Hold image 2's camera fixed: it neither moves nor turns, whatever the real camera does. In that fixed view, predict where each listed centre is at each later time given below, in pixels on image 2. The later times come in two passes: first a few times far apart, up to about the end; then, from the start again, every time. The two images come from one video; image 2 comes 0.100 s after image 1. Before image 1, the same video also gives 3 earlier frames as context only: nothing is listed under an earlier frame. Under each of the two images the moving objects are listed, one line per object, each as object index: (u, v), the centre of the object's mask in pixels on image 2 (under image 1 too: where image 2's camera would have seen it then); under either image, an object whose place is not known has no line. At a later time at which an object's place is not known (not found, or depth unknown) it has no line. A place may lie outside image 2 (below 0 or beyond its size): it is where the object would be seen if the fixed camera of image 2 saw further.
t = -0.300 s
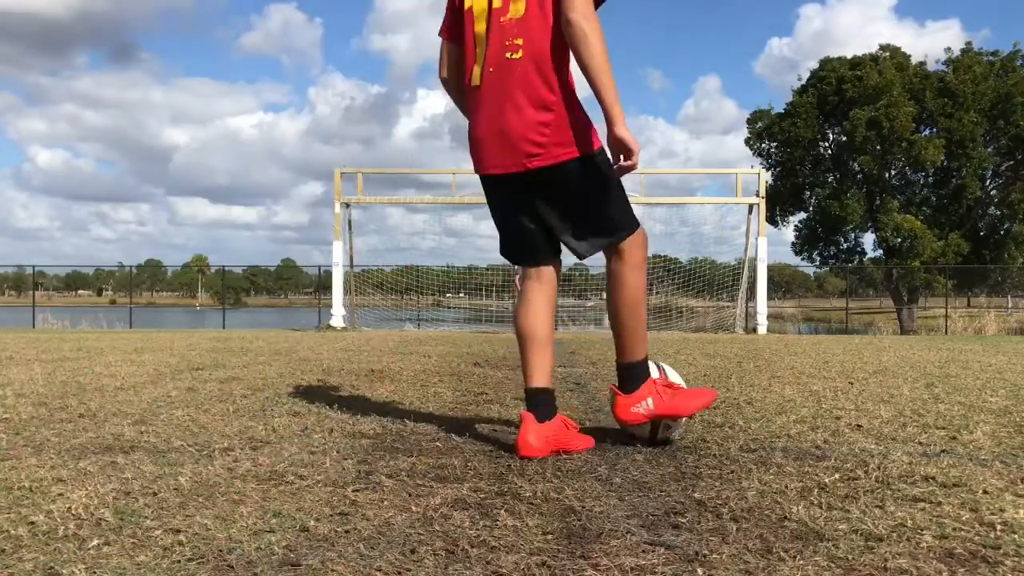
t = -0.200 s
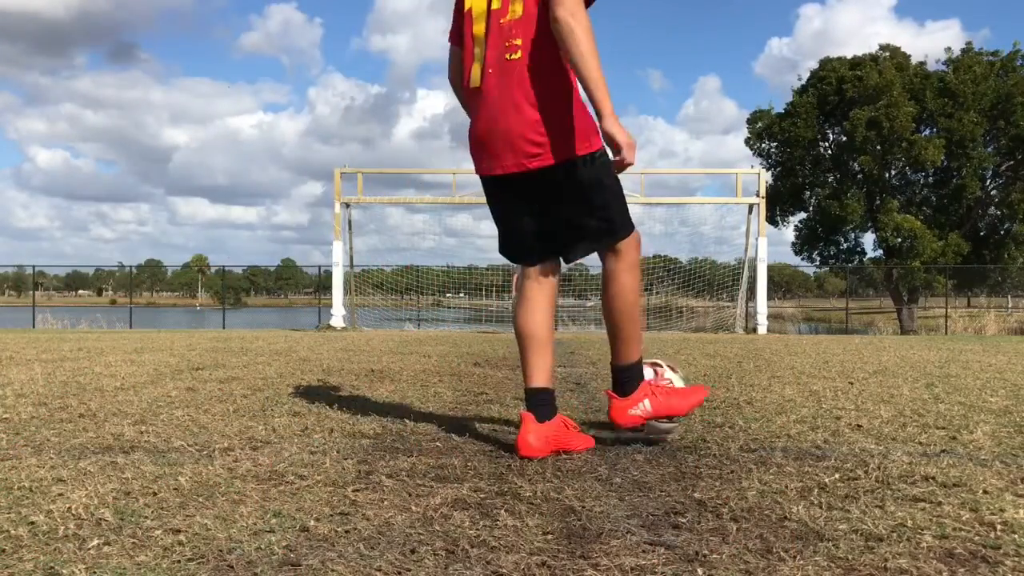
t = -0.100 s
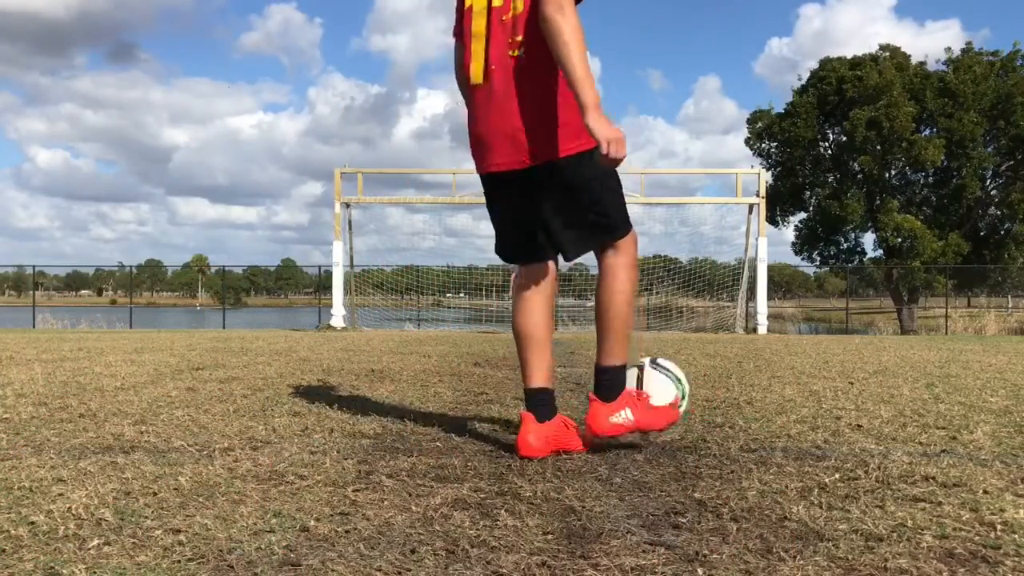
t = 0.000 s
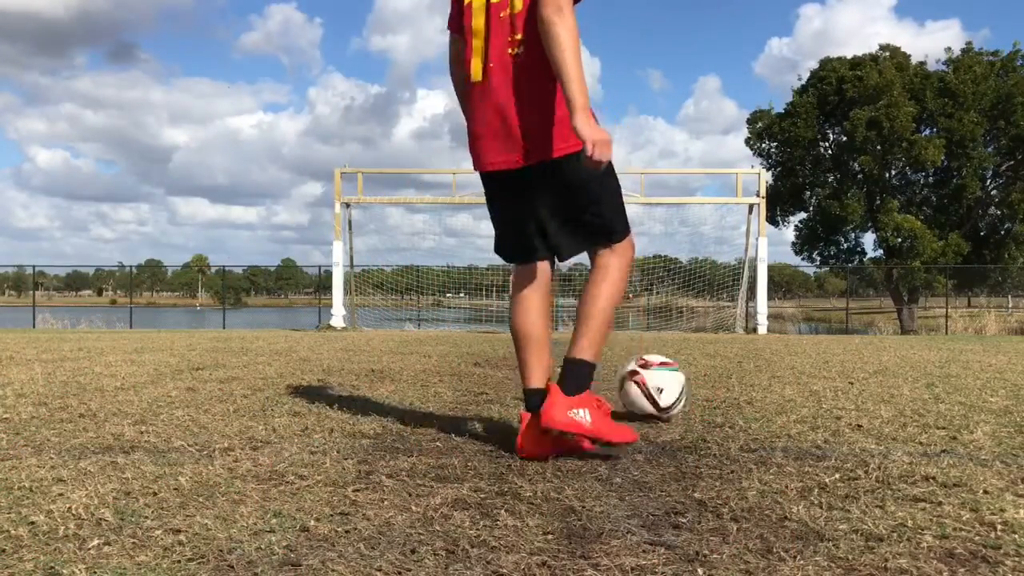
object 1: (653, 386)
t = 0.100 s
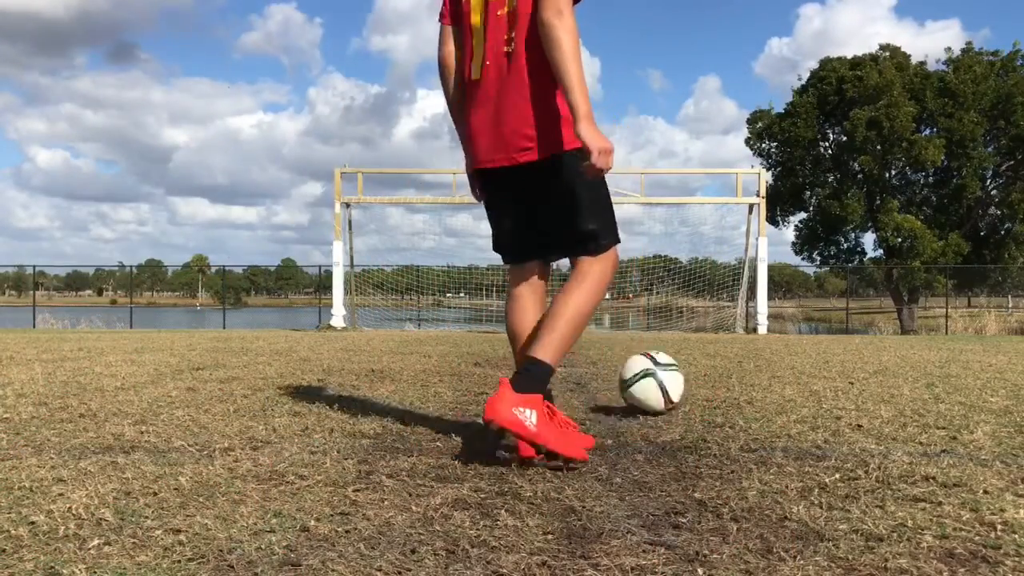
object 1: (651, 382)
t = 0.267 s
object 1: (647, 378)
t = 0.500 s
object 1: (639, 372)
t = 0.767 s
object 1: (633, 367)
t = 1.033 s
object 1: (619, 362)
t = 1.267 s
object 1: (600, 357)
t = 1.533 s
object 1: (578, 354)
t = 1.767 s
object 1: (554, 352)
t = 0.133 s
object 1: (650, 383)
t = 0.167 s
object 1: (650, 381)
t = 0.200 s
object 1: (649, 379)
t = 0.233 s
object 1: (648, 379)
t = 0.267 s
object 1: (647, 378)
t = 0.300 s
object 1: (646, 378)
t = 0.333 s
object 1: (644, 375)
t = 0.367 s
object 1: (644, 373)
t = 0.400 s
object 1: (643, 375)
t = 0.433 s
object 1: (642, 374)
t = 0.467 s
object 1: (641, 374)
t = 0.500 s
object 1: (639, 372)
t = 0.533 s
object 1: (639, 373)
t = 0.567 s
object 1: (638, 373)
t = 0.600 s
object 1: (638, 370)
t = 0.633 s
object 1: (637, 368)
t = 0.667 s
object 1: (635, 369)
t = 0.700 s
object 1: (634, 369)
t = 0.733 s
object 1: (634, 367)
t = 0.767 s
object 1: (633, 367)
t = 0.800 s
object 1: (632, 366)
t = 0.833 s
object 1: (630, 366)
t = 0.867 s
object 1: (629, 365)
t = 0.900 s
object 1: (627, 363)
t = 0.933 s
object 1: (625, 363)
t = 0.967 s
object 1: (623, 362)
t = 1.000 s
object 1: (622, 363)
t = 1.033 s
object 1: (619, 362)
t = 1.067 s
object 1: (617, 361)
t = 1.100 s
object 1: (615, 360)
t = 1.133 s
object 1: (613, 359)
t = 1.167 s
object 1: (609, 358)
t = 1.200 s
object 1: (607, 359)
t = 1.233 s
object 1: (603, 357)
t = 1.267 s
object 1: (600, 357)
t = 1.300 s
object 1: (597, 357)
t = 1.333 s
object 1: (594, 356)
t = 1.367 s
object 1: (591, 356)
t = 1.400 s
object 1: (589, 356)
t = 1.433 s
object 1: (586, 355)
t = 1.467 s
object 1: (584, 354)
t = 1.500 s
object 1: (581, 354)
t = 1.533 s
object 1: (578, 354)
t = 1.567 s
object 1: (575, 353)
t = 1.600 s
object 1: (571, 354)
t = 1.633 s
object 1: (569, 353)
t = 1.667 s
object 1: (565, 352)
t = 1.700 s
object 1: (561, 350)
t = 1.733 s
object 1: (558, 351)
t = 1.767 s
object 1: (554, 352)
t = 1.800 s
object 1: (552, 351)
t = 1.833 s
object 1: (548, 350)
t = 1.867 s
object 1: (544, 352)
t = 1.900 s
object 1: (540, 352)
